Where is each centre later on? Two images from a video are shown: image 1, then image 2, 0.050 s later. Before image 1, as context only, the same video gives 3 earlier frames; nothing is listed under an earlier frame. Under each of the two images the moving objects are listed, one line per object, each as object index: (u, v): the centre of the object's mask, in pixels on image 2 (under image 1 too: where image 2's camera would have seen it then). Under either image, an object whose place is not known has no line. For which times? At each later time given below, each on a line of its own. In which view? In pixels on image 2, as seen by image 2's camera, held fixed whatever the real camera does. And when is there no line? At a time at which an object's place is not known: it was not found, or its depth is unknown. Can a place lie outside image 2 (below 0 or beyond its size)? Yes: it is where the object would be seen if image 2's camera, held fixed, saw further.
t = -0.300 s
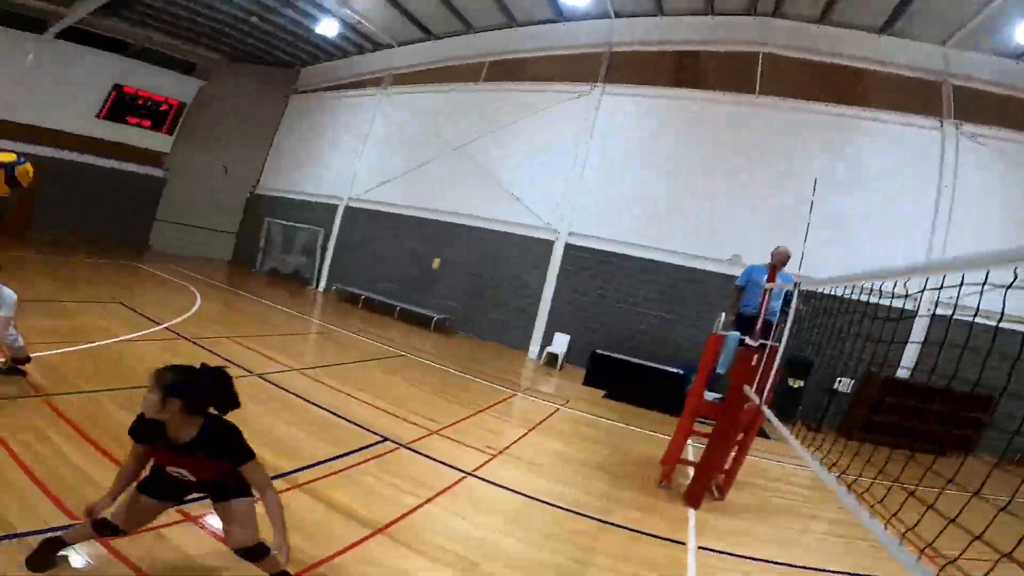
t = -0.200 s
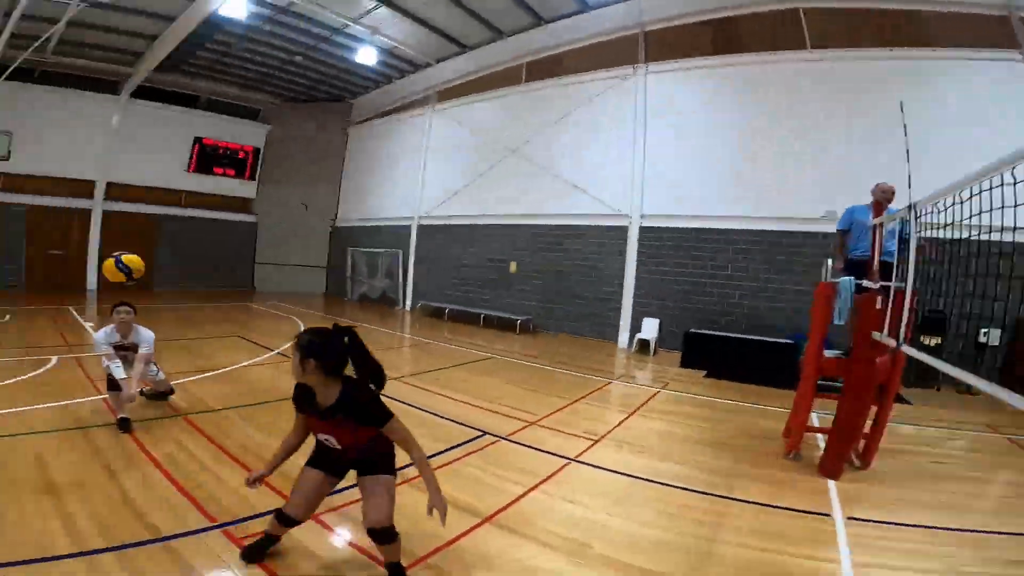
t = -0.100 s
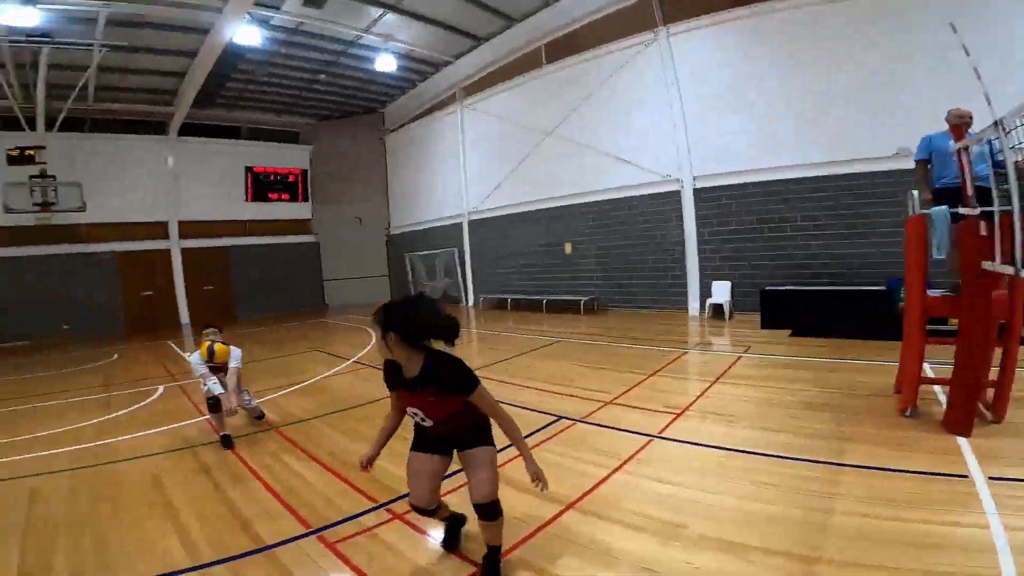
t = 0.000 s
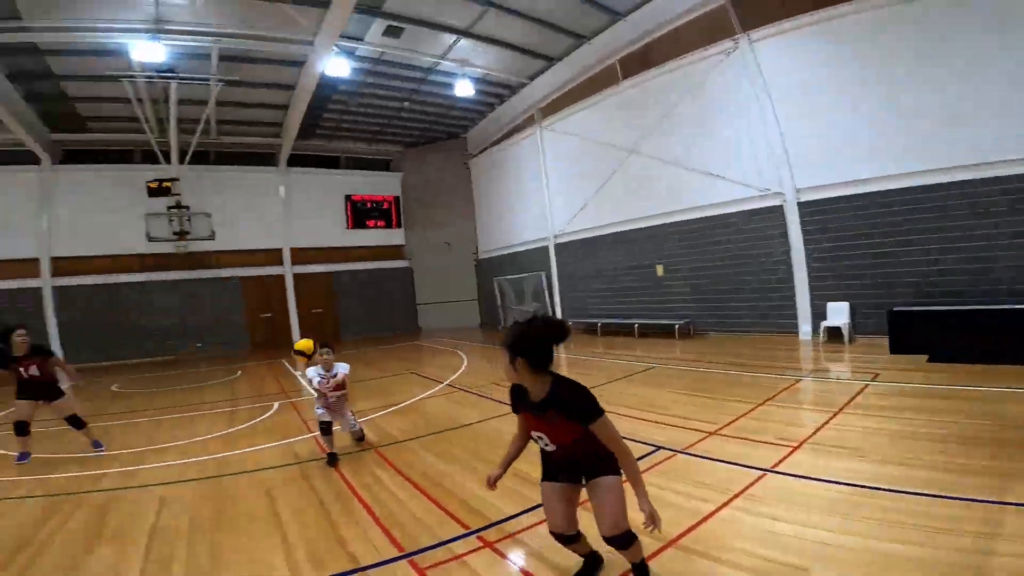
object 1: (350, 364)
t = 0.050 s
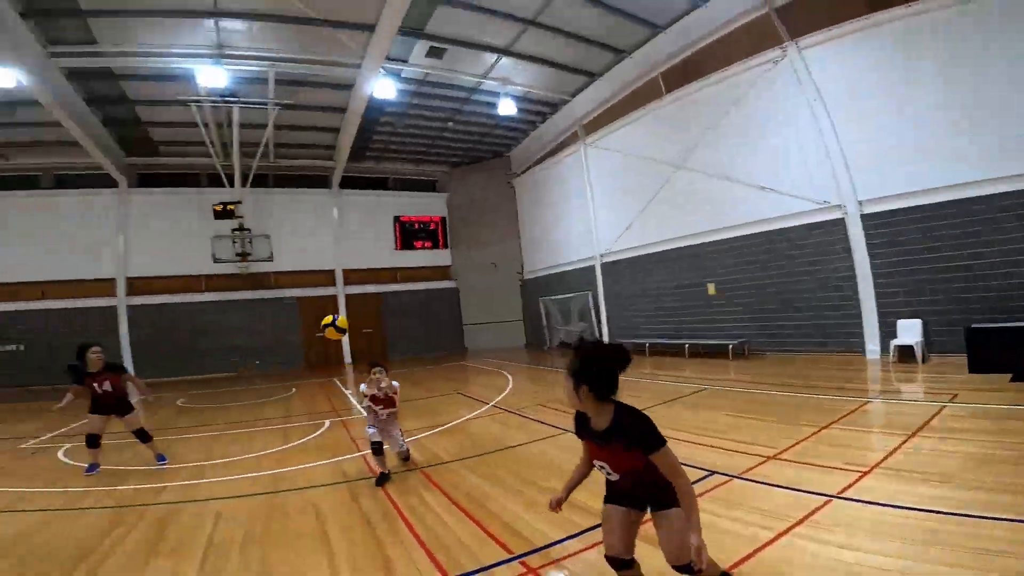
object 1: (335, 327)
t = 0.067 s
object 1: (329, 313)
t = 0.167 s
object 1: (285, 224)
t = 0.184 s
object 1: (277, 208)
